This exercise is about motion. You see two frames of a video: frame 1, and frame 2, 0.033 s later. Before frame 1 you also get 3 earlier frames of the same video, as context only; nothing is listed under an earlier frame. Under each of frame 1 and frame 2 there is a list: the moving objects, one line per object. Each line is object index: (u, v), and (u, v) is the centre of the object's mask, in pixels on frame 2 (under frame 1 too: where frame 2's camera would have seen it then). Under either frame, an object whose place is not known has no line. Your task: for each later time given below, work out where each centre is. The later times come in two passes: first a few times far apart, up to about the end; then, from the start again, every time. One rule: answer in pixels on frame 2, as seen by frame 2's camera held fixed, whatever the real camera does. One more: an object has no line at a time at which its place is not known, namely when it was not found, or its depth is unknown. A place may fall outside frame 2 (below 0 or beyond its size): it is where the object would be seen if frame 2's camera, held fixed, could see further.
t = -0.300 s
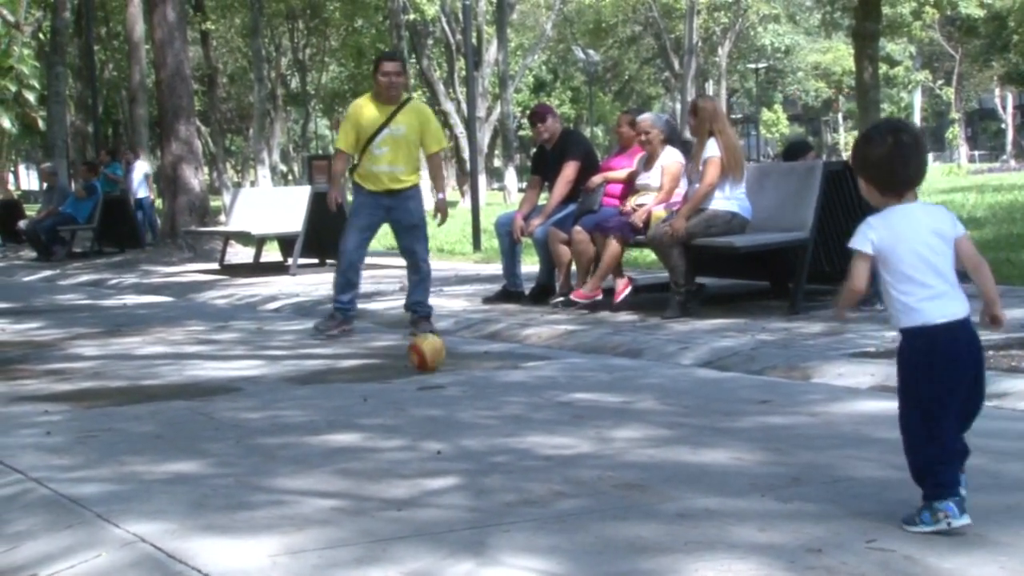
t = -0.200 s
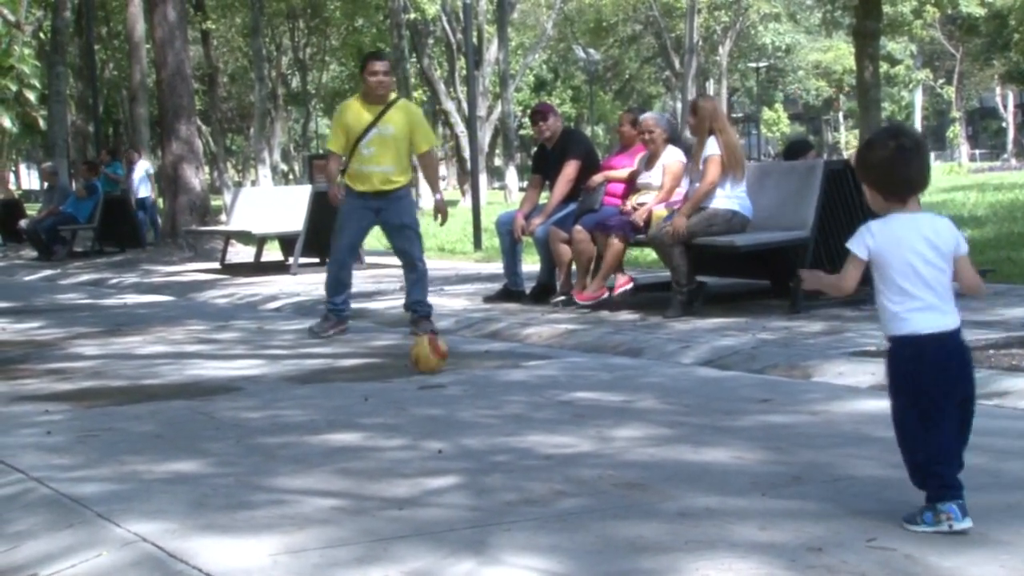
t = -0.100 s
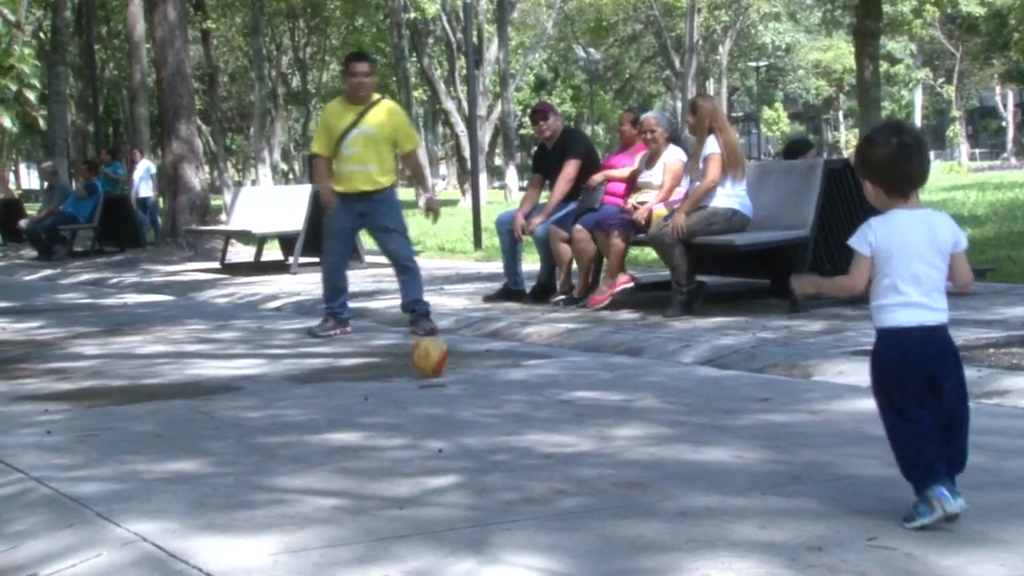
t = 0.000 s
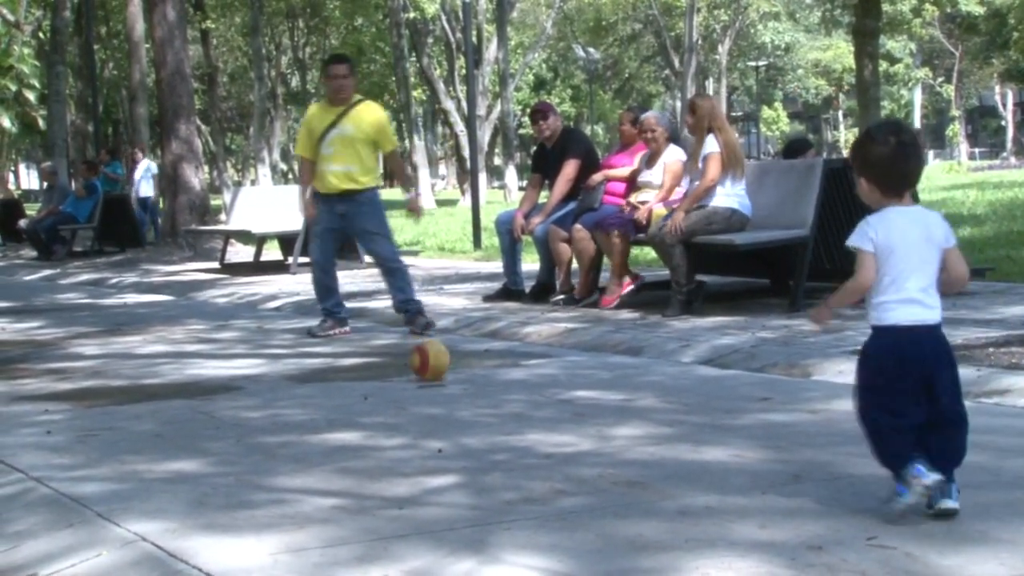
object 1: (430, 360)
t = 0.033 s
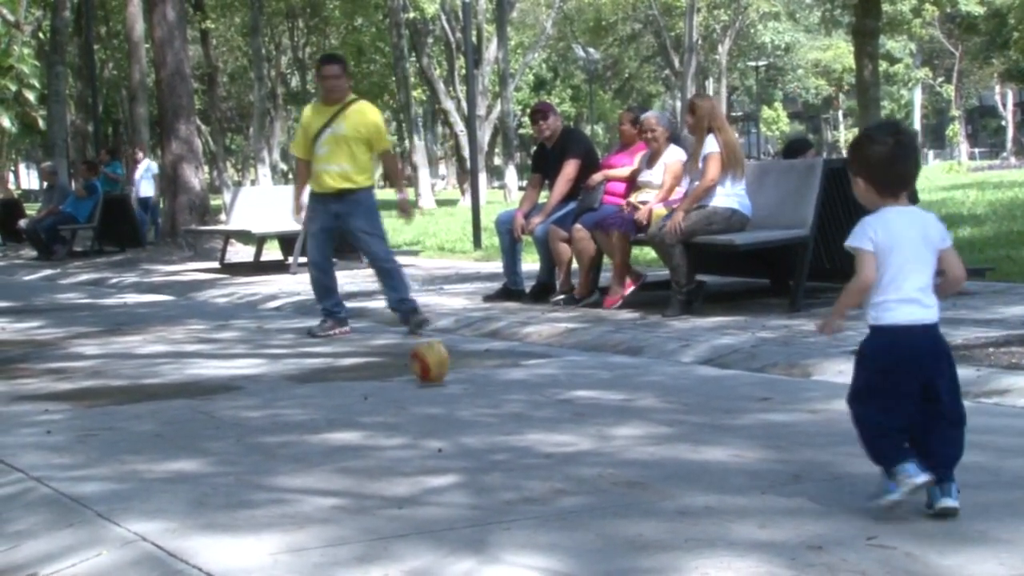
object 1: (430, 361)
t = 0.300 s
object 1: (426, 370)
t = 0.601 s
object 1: (415, 384)
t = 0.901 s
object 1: (395, 398)
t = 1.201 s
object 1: (364, 415)
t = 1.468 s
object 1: (325, 434)
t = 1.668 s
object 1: (288, 449)
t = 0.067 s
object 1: (430, 363)
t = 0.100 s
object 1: (430, 363)
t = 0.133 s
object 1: (429, 363)
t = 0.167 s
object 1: (428, 364)
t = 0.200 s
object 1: (427, 366)
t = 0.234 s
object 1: (427, 368)
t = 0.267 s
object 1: (427, 368)
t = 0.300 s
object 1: (426, 370)
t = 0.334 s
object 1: (425, 373)
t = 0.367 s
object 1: (424, 373)
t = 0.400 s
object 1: (424, 374)
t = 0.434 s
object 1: (422, 378)
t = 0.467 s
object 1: (421, 377)
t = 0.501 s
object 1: (420, 380)
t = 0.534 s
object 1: (418, 381)
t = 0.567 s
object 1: (417, 382)
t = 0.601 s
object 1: (415, 384)
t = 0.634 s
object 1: (413, 385)
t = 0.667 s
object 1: (411, 387)
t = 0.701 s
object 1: (410, 388)
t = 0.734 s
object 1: (408, 389)
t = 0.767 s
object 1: (405, 392)
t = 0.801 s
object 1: (403, 394)
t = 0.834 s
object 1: (401, 395)
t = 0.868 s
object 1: (398, 397)
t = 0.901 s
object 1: (395, 398)
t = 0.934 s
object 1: (392, 400)
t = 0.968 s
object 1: (388, 402)
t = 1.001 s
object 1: (386, 404)
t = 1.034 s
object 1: (383, 406)
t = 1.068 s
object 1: (379, 407)
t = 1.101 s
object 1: (375, 410)
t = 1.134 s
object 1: (371, 412)
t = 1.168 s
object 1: (368, 414)
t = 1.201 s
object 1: (364, 415)
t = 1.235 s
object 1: (359, 418)
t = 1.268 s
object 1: (354, 419)
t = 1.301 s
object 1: (349, 421)
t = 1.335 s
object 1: (345, 425)
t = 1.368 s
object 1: (340, 426)
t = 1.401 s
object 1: (334, 429)
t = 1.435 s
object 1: (330, 431)
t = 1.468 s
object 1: (325, 434)
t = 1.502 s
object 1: (320, 436)
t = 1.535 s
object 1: (314, 439)
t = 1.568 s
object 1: (308, 441)
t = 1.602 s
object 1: (301, 444)
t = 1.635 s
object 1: (295, 446)
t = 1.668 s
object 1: (288, 449)
